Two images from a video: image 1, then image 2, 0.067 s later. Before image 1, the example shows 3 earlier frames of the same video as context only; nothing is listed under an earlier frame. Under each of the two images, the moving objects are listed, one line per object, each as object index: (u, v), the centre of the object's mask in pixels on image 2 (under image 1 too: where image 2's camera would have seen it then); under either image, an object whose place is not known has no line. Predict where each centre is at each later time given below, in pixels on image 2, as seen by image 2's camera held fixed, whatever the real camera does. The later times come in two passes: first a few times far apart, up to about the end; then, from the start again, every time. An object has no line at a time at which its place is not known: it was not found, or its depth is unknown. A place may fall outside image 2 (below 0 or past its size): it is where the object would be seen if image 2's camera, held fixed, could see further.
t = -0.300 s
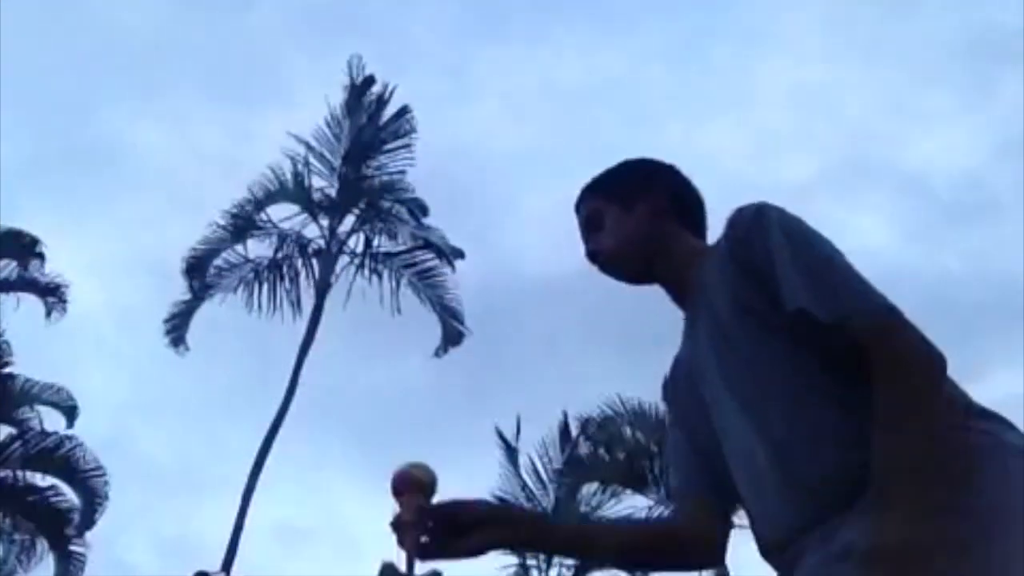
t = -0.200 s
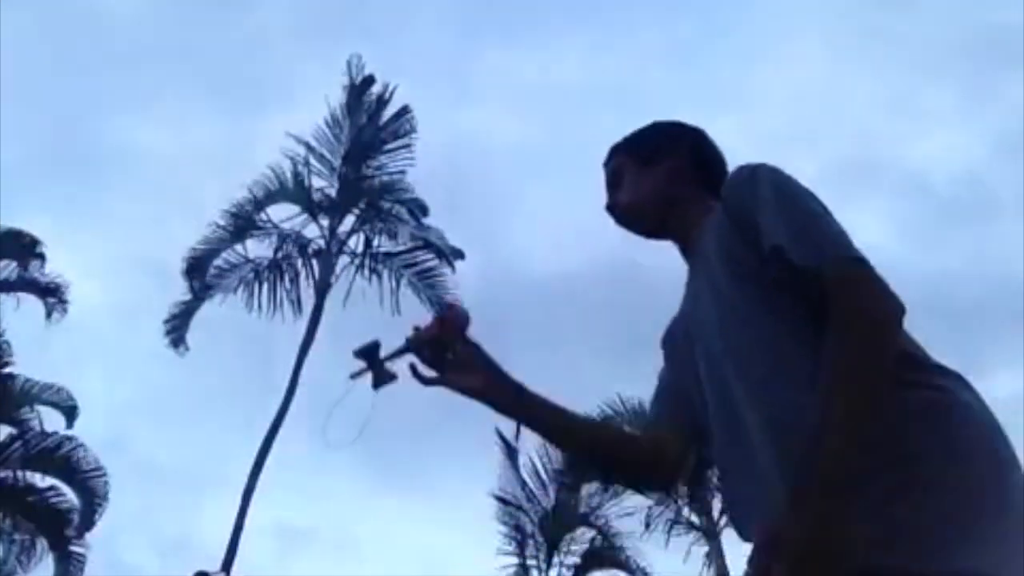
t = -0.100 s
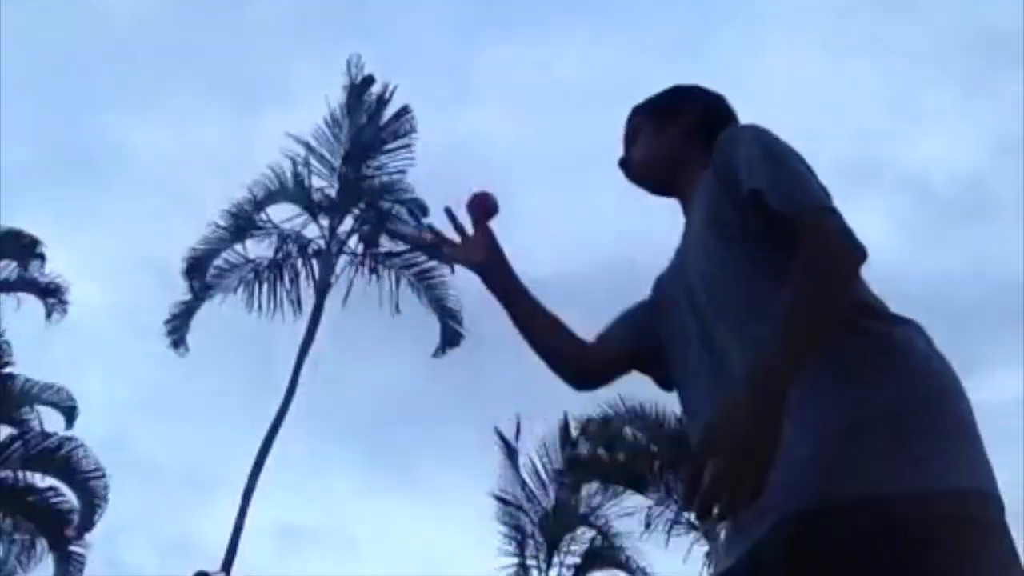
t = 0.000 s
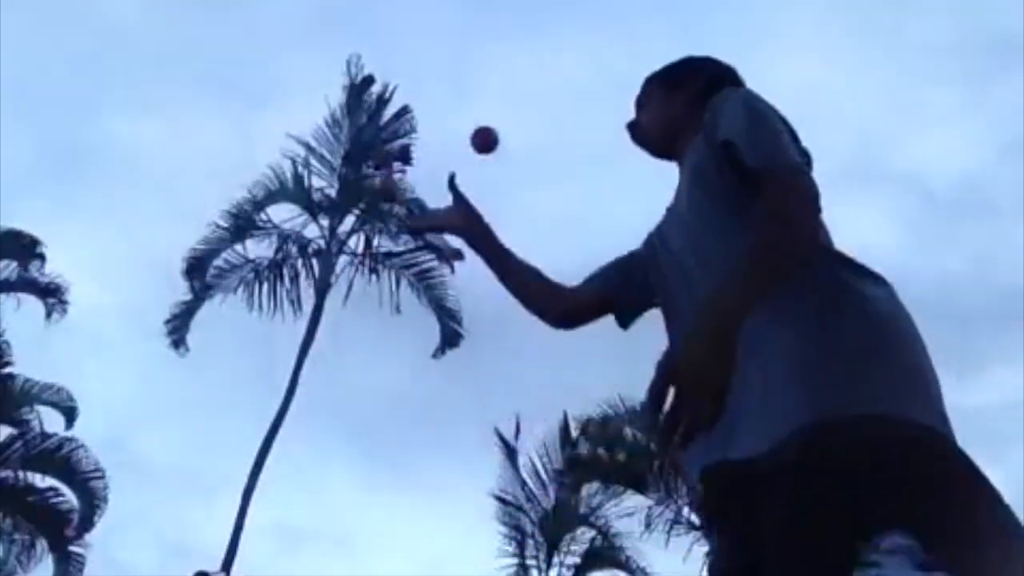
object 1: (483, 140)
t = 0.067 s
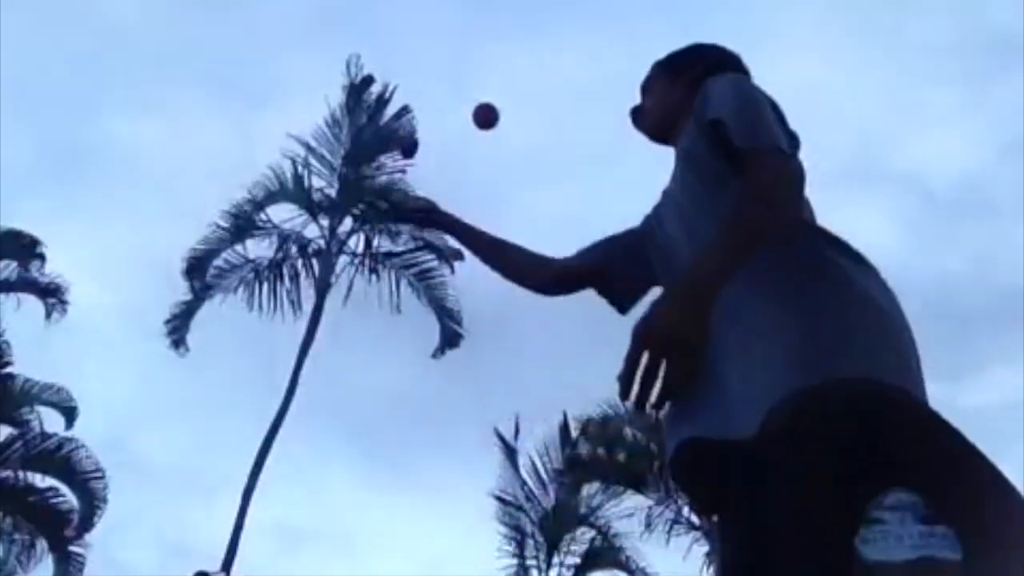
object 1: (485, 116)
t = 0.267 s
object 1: (487, 116)
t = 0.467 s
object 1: (492, 229)
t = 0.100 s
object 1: (485, 109)
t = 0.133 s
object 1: (486, 104)
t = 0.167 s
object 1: (486, 103)
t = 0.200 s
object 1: (487, 104)
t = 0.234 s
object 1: (488, 110)
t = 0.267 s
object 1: (487, 116)
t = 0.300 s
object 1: (485, 127)
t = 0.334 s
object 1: (487, 139)
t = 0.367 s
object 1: (487, 157)
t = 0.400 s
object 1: (488, 176)
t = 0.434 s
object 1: (488, 201)
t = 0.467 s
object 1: (492, 229)
